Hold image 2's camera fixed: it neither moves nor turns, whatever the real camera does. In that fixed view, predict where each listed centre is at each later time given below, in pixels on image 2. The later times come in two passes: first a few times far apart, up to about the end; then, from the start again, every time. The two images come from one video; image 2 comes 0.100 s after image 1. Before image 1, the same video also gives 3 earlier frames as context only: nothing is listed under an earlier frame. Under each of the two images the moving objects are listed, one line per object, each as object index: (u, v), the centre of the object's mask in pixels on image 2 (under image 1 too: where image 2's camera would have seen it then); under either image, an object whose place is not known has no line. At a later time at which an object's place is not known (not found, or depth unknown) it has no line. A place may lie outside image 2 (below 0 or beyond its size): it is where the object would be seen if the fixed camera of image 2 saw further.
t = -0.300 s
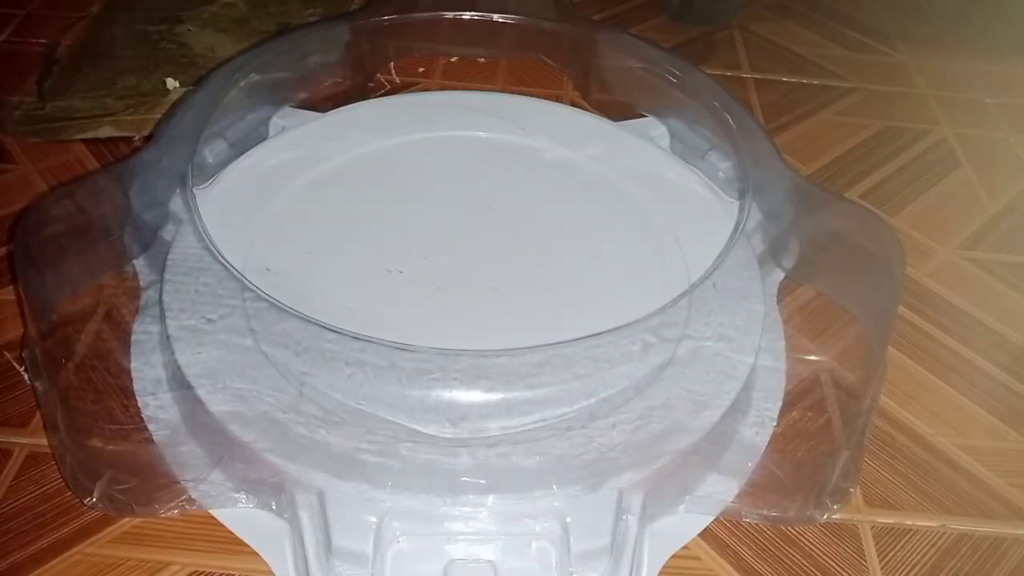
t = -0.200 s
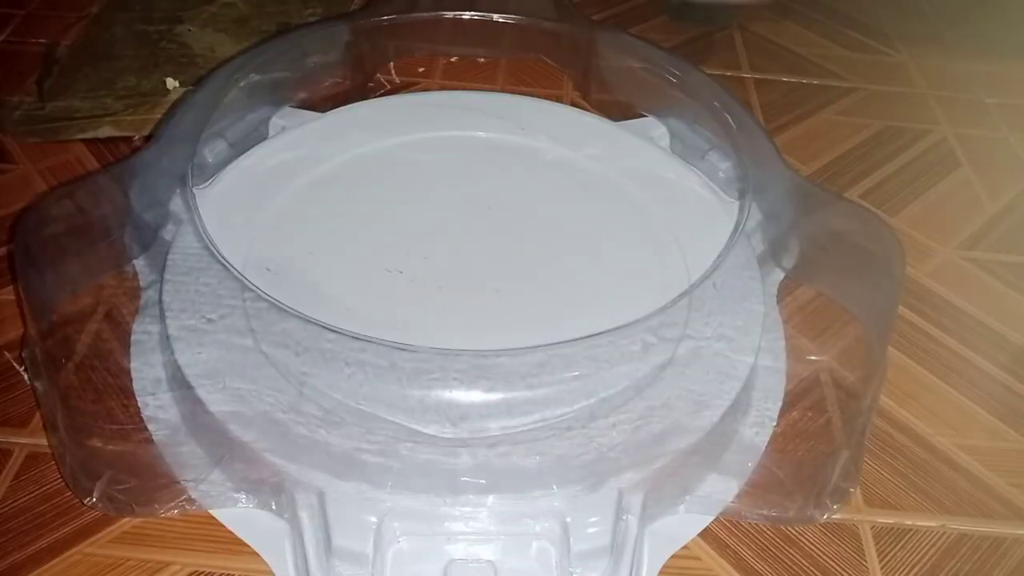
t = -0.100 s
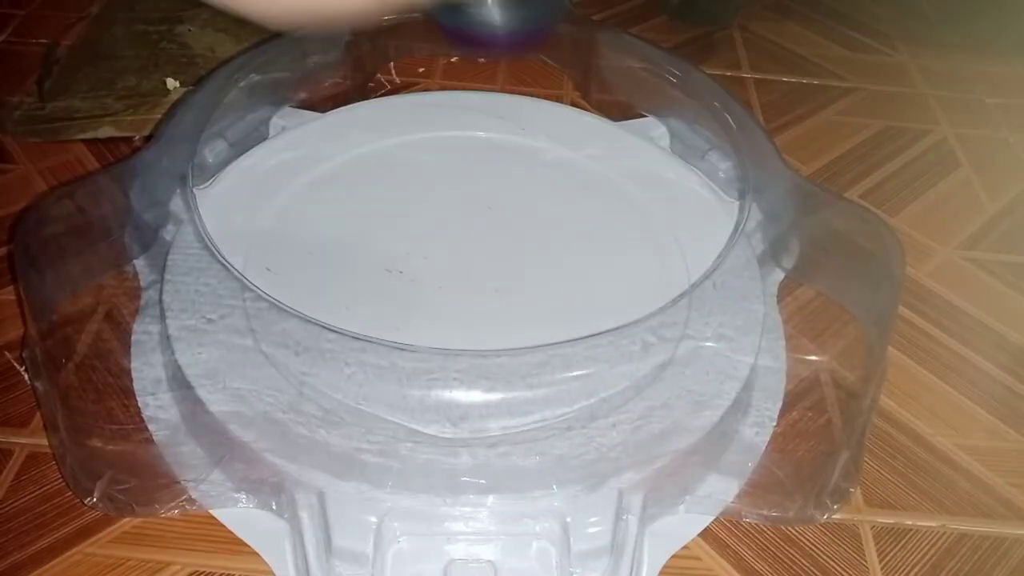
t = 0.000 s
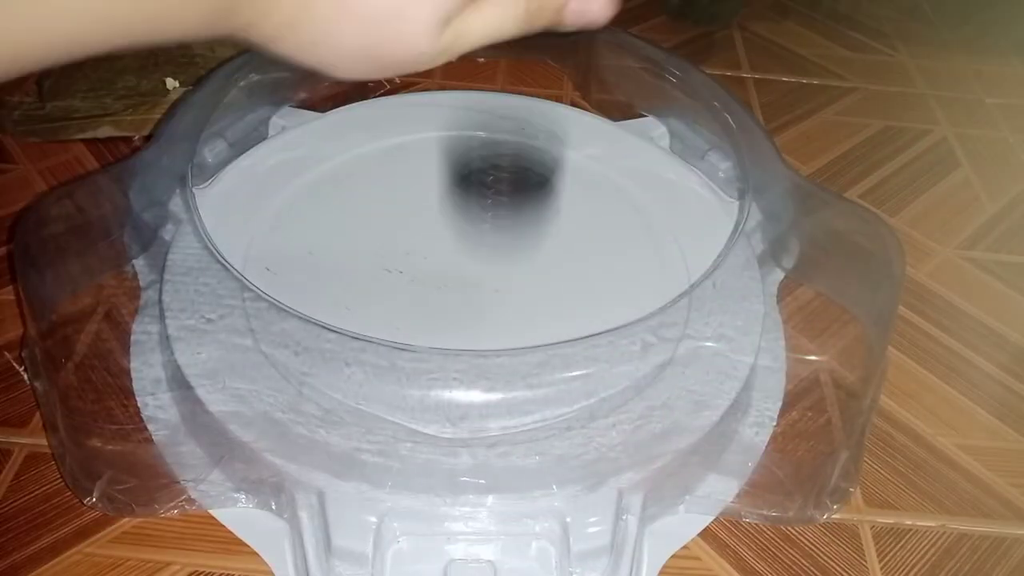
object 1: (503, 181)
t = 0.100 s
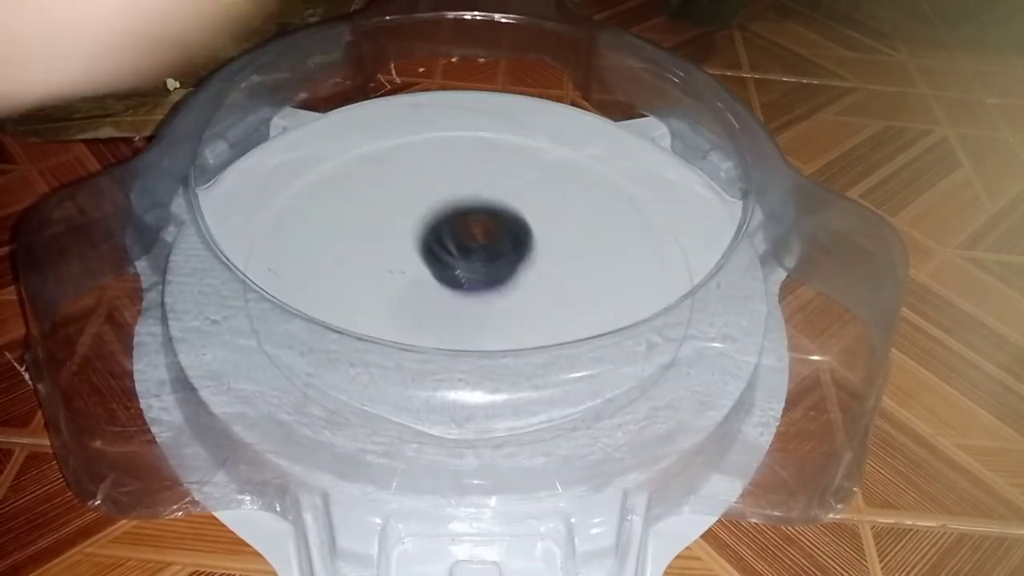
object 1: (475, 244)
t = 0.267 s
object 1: (415, 268)
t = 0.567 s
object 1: (397, 203)
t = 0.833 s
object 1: (540, 192)
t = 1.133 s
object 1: (588, 318)
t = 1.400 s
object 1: (356, 353)
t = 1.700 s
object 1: (314, 162)
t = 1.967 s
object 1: (555, 129)
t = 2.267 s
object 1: (640, 356)
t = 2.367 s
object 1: (493, 405)
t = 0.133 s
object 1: (463, 235)
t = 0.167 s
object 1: (451, 242)
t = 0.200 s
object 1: (440, 264)
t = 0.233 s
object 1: (426, 278)
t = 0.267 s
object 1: (415, 268)
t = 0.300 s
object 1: (405, 271)
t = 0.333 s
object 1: (395, 267)
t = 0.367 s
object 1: (387, 260)
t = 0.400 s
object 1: (381, 251)
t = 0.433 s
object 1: (378, 242)
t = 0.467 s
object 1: (378, 232)
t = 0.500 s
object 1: (381, 222)
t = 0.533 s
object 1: (387, 212)
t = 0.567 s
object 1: (397, 203)
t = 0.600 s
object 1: (408, 196)
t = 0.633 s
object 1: (422, 189)
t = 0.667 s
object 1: (438, 185)
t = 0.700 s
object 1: (457, 182)
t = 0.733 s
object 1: (477, 182)
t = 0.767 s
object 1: (497, 183)
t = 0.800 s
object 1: (518, 186)
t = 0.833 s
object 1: (540, 192)
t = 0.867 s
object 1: (559, 199)
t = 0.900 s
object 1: (577, 209)
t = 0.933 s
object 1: (592, 221)
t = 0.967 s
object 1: (603, 235)
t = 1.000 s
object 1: (610, 251)
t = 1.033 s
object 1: (612, 267)
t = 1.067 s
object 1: (609, 284)
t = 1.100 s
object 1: (601, 301)
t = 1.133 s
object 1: (588, 318)
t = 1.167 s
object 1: (570, 332)
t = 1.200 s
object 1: (547, 345)
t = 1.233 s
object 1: (519, 356)
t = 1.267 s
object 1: (487, 364)
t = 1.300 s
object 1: (456, 367)
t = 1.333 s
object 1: (422, 367)
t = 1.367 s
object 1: (388, 362)
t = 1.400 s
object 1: (356, 353)
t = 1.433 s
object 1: (328, 340)
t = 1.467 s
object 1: (305, 322)
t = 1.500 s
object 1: (289, 301)
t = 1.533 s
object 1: (278, 278)
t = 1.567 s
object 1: (274, 254)
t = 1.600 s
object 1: (276, 228)
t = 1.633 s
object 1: (283, 204)
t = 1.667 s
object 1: (296, 181)
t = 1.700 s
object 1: (314, 162)
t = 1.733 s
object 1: (336, 144)
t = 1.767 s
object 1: (362, 129)
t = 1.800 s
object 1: (392, 122)
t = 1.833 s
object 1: (422, 114)
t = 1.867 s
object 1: (455, 112)
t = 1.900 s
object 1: (488, 114)
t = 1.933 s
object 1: (521, 120)
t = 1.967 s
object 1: (555, 129)
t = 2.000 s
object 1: (588, 141)
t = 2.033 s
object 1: (619, 159)
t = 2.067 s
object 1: (644, 180)
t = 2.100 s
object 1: (664, 204)
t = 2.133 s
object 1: (678, 231)
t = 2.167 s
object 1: (687, 261)
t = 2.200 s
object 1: (682, 293)
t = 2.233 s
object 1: (668, 325)
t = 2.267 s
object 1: (640, 356)
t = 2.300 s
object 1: (599, 380)
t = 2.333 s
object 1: (552, 399)
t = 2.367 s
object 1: (493, 405)
